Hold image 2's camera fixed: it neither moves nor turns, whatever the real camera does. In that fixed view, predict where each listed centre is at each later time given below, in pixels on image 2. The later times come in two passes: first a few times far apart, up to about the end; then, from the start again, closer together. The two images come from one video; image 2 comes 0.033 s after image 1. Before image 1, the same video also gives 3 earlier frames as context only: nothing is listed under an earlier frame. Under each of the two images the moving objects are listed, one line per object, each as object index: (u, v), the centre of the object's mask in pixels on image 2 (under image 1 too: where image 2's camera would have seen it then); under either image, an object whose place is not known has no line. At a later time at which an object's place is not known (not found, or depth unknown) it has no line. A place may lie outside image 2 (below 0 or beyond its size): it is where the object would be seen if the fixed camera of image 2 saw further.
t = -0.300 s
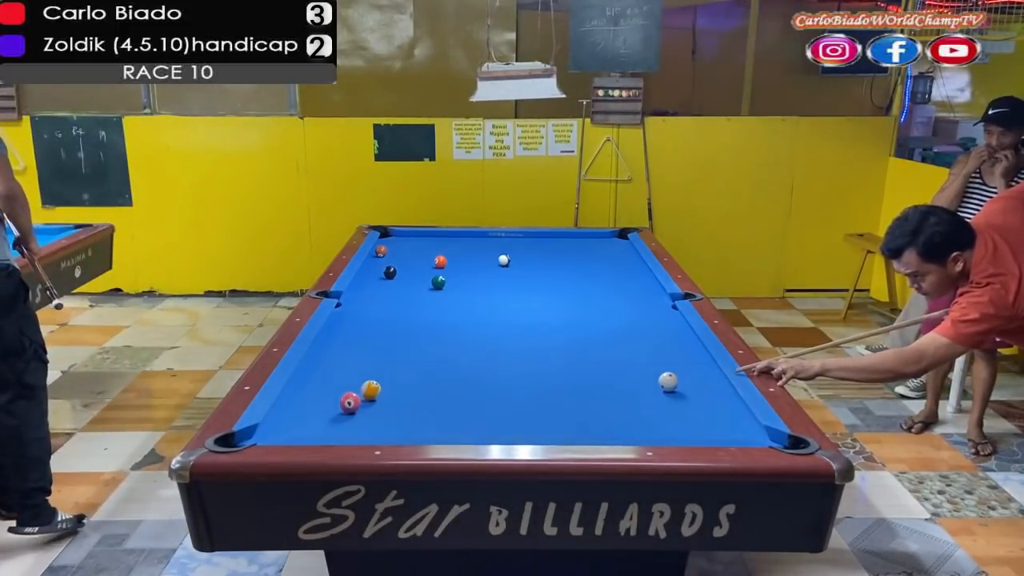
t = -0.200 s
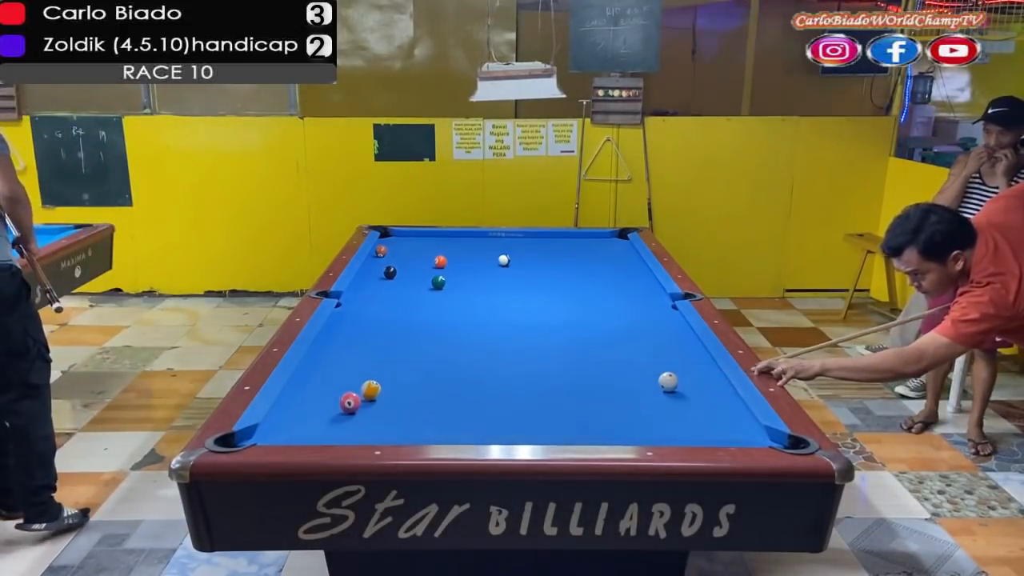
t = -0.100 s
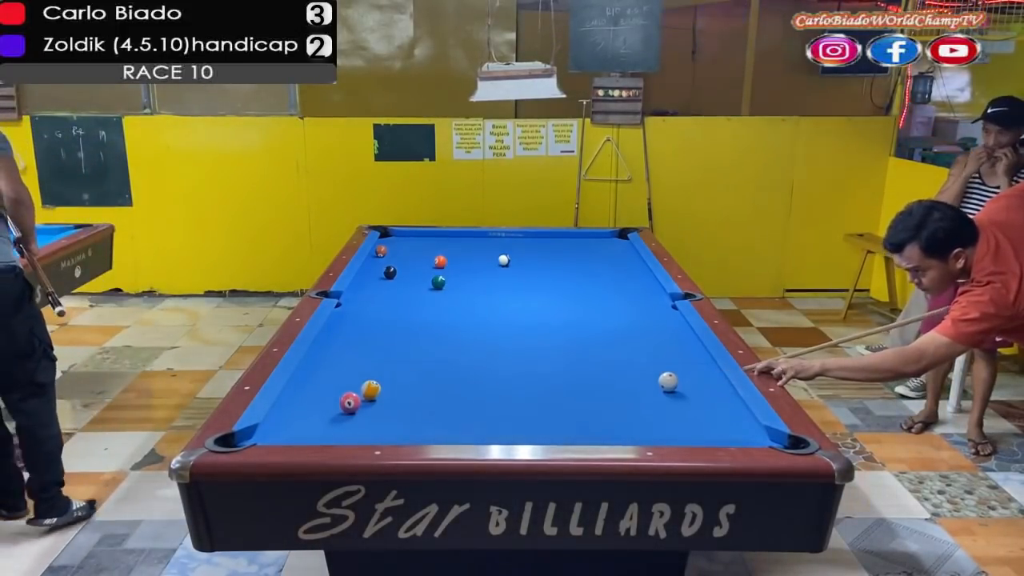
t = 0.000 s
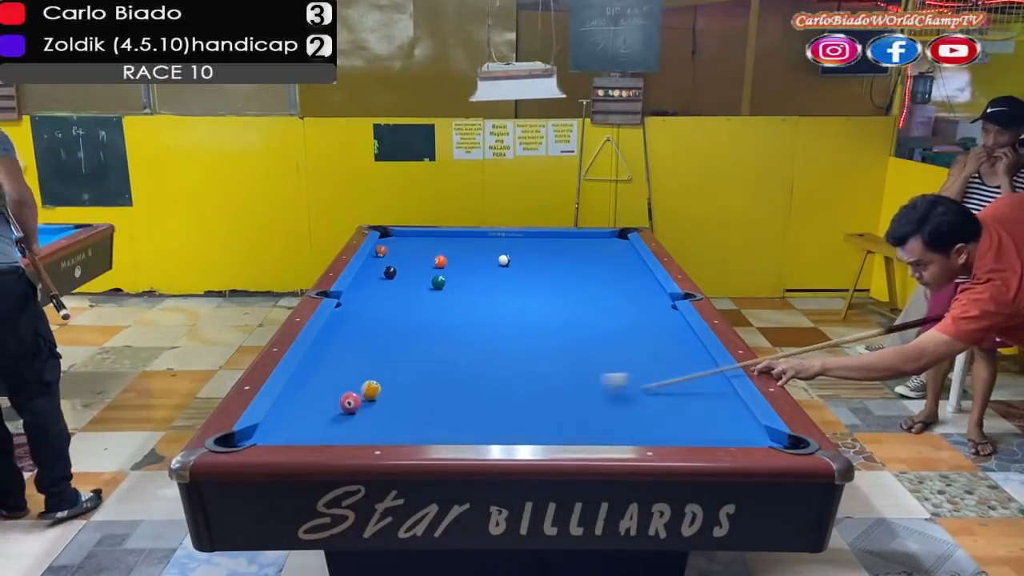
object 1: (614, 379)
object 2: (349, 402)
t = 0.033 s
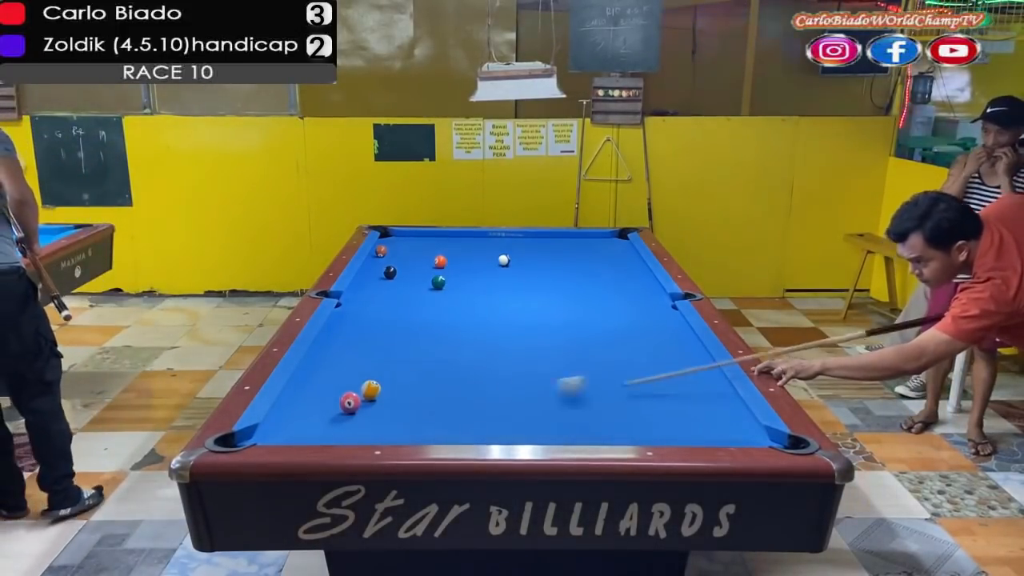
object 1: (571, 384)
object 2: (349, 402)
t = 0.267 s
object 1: (372, 399)
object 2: (298, 409)
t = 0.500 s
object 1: (408, 393)
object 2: (463, 418)
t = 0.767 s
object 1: (460, 387)
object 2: (632, 426)
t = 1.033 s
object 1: (508, 381)
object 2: (783, 446)
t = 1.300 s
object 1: (552, 375)
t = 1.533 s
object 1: (588, 371)
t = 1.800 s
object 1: (626, 366)
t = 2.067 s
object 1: (660, 362)
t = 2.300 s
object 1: (689, 359)
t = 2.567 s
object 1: (693, 355)
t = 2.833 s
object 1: (676, 354)
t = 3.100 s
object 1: (661, 352)
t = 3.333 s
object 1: (649, 351)
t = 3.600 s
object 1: (638, 349)
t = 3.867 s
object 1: (629, 349)
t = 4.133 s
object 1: (621, 348)
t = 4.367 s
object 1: (617, 347)
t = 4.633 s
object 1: (613, 347)
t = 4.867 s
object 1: (611, 347)
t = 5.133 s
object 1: (610, 347)
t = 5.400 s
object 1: (610, 346)
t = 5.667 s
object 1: (610, 347)
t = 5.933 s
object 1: (610, 347)
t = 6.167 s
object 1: (610, 347)
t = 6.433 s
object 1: (610, 347)
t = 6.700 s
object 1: (610, 346)
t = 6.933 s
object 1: (610, 346)
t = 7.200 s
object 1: (610, 346)
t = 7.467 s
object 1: (610, 346)
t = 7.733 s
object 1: (610, 347)
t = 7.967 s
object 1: (611, 347)
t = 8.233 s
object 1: (611, 347)
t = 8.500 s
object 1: (610, 347)
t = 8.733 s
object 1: (610, 347)
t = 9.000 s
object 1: (611, 347)
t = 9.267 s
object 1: (611, 347)
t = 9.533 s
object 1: (611, 347)
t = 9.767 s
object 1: (611, 347)
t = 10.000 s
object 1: (610, 347)
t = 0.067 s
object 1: (526, 387)
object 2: (350, 402)
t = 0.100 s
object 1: (484, 391)
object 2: (349, 402)
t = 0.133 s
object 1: (440, 393)
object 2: (349, 402)
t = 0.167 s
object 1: (398, 395)
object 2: (349, 402)
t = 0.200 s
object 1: (370, 400)
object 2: (332, 402)
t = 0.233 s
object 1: (370, 400)
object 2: (289, 406)
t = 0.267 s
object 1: (372, 399)
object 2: (298, 409)
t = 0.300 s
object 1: (373, 399)
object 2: (324, 410)
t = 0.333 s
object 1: (377, 398)
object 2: (349, 411)
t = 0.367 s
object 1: (382, 395)
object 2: (374, 412)
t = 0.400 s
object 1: (388, 396)
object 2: (397, 413)
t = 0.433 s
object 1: (394, 395)
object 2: (421, 415)
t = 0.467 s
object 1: (401, 394)
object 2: (442, 417)
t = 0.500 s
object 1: (408, 393)
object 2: (463, 418)
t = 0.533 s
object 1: (415, 392)
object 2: (484, 419)
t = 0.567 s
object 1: (422, 391)
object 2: (505, 421)
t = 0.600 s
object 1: (428, 391)
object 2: (526, 422)
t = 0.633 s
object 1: (435, 389)
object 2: (547, 422)
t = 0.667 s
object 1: (441, 389)
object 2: (568, 423)
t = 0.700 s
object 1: (448, 388)
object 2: (589, 424)
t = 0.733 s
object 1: (454, 387)
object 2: (611, 425)
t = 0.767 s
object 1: (460, 387)
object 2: (632, 426)
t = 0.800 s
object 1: (467, 386)
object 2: (654, 427)
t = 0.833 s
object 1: (473, 385)
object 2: (675, 428)
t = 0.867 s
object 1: (479, 384)
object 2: (698, 429)
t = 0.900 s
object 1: (485, 383)
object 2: (719, 430)
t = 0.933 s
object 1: (491, 383)
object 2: (742, 432)
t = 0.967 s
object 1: (497, 382)
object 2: (766, 435)
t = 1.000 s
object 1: (503, 381)
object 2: (778, 440)
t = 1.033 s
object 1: (508, 381)
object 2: (783, 446)
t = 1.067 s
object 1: (514, 380)
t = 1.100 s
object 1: (520, 379)
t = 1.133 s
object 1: (525, 378)
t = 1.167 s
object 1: (531, 378)
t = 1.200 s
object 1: (536, 377)
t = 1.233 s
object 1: (541, 376)
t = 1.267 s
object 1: (547, 376)
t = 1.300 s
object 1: (552, 375)
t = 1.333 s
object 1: (557, 374)
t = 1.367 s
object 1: (563, 374)
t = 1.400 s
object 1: (568, 373)
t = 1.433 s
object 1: (573, 372)
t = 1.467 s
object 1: (578, 372)
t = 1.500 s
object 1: (583, 371)
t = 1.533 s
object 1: (588, 371)
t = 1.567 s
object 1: (593, 370)
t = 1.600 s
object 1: (597, 369)
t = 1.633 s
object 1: (603, 369)
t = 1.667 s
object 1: (607, 368)
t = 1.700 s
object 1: (612, 368)
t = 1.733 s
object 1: (617, 367)
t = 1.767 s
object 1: (621, 366)
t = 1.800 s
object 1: (626, 366)
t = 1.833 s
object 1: (630, 365)
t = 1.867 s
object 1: (635, 365)
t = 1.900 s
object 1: (639, 364)
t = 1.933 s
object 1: (643, 364)
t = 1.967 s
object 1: (648, 363)
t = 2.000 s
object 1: (652, 363)
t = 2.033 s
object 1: (656, 362)
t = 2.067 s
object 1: (660, 362)
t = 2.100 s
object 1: (664, 361)
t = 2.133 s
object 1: (669, 361)
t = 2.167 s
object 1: (673, 360)
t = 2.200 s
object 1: (677, 360)
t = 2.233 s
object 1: (681, 360)
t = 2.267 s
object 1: (685, 359)
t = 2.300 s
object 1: (689, 359)
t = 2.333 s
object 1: (693, 358)
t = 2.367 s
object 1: (697, 358)
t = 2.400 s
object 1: (701, 357)
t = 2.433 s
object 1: (702, 357)
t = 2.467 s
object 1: (700, 356)
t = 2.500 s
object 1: (698, 356)
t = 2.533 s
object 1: (695, 356)
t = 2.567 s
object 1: (693, 355)
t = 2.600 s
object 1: (691, 355)
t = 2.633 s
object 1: (688, 355)
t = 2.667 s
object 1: (686, 355)
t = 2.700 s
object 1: (684, 354)
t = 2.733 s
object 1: (682, 354)
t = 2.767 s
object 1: (680, 354)
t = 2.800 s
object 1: (677, 354)
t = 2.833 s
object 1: (676, 354)
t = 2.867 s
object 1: (674, 353)
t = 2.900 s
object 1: (672, 353)
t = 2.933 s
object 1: (670, 353)
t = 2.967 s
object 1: (668, 353)
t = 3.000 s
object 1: (666, 352)
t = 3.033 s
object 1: (664, 352)
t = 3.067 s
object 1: (663, 352)
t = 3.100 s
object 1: (661, 352)
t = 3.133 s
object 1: (659, 351)
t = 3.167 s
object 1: (657, 351)
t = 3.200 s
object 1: (656, 351)
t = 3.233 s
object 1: (654, 351)
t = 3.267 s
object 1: (652, 351)
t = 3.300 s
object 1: (651, 351)
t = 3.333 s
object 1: (649, 351)
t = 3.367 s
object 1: (648, 350)
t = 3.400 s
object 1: (646, 350)
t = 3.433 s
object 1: (645, 350)
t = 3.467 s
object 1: (644, 350)
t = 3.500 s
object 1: (642, 350)
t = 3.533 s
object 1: (641, 350)
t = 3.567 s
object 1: (639, 349)
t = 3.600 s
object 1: (638, 349)
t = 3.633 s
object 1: (637, 349)
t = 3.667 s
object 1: (636, 349)
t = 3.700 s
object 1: (634, 349)
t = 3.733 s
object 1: (633, 349)
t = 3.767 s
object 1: (632, 349)
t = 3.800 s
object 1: (631, 349)
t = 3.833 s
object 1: (630, 349)
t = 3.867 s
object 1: (629, 349)
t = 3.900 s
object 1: (628, 348)
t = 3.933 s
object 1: (627, 348)
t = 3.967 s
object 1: (626, 348)
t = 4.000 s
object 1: (625, 348)
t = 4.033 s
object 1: (624, 348)
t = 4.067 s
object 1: (623, 348)
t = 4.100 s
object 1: (622, 348)
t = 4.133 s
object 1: (621, 348)
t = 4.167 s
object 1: (620, 348)
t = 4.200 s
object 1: (620, 347)
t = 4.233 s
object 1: (619, 348)
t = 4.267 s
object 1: (619, 347)
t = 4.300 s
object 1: (618, 347)
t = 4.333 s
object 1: (617, 347)
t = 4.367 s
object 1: (617, 347)
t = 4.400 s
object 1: (616, 347)
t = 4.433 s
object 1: (615, 347)
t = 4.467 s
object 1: (615, 347)
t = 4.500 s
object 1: (614, 347)
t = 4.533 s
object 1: (614, 347)
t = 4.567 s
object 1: (613, 347)
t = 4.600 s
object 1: (613, 347)
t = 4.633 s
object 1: (613, 347)
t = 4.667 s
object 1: (612, 347)
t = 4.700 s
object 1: (612, 347)
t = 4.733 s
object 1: (612, 347)
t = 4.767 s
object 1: (611, 347)
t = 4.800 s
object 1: (611, 347)
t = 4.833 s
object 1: (611, 347)
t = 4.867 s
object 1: (611, 347)
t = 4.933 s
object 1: (611, 347)
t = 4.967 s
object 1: (611, 347)
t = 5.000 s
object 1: (610, 347)
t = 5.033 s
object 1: (610, 347)
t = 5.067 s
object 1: (610, 347)
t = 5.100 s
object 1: (610, 347)
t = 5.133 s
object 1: (610, 347)
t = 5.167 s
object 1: (610, 346)
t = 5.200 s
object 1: (610, 346)
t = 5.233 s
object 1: (610, 347)
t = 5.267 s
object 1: (610, 347)
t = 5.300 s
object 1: (610, 347)
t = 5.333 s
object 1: (610, 346)
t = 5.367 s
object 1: (610, 346)
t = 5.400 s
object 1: (610, 346)
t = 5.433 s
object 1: (610, 346)
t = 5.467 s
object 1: (610, 346)
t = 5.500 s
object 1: (610, 346)
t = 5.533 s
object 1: (610, 346)
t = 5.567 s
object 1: (610, 346)
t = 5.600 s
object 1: (610, 347)
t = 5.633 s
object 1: (610, 347)
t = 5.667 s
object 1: (610, 347)
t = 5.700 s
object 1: (610, 347)
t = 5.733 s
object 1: (610, 347)
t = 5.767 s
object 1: (610, 347)
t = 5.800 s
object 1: (610, 347)
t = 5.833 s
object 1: (610, 347)
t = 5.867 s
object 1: (610, 347)
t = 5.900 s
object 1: (610, 347)
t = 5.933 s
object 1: (610, 347)
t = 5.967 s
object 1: (610, 347)
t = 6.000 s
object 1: (610, 347)
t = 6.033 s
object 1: (610, 347)
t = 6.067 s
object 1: (610, 347)
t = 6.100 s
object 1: (610, 347)
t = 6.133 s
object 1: (610, 347)
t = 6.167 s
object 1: (610, 347)
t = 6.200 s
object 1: (610, 347)
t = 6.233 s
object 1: (610, 347)
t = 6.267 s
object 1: (610, 346)
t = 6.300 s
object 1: (610, 346)
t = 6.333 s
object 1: (610, 346)
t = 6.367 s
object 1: (610, 346)
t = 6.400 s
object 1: (610, 347)
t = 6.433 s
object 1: (610, 347)
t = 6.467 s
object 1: (610, 346)
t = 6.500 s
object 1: (610, 346)
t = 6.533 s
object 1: (610, 347)
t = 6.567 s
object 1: (610, 346)
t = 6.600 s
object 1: (610, 347)
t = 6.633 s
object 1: (610, 347)
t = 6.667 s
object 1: (610, 346)
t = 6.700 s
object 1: (610, 346)
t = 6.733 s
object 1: (610, 346)
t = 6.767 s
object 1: (610, 346)
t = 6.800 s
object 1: (610, 346)
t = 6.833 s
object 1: (610, 346)
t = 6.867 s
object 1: (610, 346)
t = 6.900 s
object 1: (610, 346)
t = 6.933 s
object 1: (610, 346)
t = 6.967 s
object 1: (610, 346)
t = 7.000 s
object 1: (610, 346)
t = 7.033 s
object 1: (610, 347)
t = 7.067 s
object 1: (610, 346)
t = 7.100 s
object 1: (610, 346)
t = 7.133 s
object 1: (610, 346)
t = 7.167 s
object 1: (610, 346)
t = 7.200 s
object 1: (610, 346)
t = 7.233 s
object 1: (610, 346)
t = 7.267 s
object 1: (610, 346)
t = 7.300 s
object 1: (610, 346)
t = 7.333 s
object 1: (610, 346)
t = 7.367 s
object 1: (610, 346)
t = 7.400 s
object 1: (610, 346)
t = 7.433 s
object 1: (610, 346)
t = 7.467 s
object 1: (610, 346)
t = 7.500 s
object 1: (610, 346)
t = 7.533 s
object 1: (610, 346)
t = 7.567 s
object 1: (610, 346)
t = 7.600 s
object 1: (610, 346)
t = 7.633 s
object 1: (610, 346)
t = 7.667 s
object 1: (610, 346)
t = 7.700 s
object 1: (610, 346)
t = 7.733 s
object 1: (610, 347)
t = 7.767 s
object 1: (611, 347)
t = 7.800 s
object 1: (610, 347)
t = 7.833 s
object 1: (611, 347)
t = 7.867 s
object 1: (611, 347)
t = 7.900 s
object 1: (611, 347)
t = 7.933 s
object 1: (611, 347)
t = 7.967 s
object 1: (611, 347)
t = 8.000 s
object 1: (611, 347)
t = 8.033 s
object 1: (611, 347)
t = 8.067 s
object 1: (611, 347)
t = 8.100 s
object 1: (611, 347)
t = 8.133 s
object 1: (611, 347)
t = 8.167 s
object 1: (611, 347)
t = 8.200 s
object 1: (610, 347)
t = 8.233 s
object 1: (611, 347)
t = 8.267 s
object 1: (611, 347)
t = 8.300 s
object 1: (611, 347)
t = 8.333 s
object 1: (611, 347)
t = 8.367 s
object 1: (611, 347)
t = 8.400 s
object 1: (610, 347)
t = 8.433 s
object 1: (610, 347)
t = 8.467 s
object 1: (610, 347)
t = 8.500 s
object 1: (610, 347)
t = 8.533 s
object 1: (611, 347)
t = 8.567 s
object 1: (611, 347)
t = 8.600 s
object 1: (611, 347)
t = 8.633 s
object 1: (611, 347)
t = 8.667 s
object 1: (611, 347)
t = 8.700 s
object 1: (611, 347)
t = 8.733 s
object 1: (610, 347)
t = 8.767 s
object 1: (610, 347)
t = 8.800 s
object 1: (610, 347)
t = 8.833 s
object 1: (611, 347)
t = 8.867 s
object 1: (611, 347)
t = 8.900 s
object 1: (611, 347)
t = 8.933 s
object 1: (610, 347)
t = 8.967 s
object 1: (611, 347)
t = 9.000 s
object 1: (611, 347)
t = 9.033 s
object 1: (610, 347)
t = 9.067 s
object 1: (610, 347)
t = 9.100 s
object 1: (610, 347)
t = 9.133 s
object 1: (611, 347)
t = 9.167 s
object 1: (611, 347)
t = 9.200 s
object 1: (611, 347)
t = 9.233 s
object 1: (611, 347)
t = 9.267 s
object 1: (611, 347)
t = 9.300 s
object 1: (610, 347)
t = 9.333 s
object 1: (610, 347)
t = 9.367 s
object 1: (610, 347)
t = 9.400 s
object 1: (610, 347)
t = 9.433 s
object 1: (610, 347)
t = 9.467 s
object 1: (611, 347)
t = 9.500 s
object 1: (611, 347)
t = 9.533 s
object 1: (611, 347)
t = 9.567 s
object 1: (610, 347)
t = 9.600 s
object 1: (610, 347)
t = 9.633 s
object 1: (610, 347)
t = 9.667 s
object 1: (610, 347)
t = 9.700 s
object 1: (611, 347)
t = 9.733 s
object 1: (611, 347)
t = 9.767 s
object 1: (611, 347)
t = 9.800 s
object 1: (610, 347)
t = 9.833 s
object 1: (611, 347)
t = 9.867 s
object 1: (610, 347)
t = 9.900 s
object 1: (610, 347)
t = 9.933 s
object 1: (611, 347)
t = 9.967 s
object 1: (611, 347)
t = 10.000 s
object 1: (610, 347)
